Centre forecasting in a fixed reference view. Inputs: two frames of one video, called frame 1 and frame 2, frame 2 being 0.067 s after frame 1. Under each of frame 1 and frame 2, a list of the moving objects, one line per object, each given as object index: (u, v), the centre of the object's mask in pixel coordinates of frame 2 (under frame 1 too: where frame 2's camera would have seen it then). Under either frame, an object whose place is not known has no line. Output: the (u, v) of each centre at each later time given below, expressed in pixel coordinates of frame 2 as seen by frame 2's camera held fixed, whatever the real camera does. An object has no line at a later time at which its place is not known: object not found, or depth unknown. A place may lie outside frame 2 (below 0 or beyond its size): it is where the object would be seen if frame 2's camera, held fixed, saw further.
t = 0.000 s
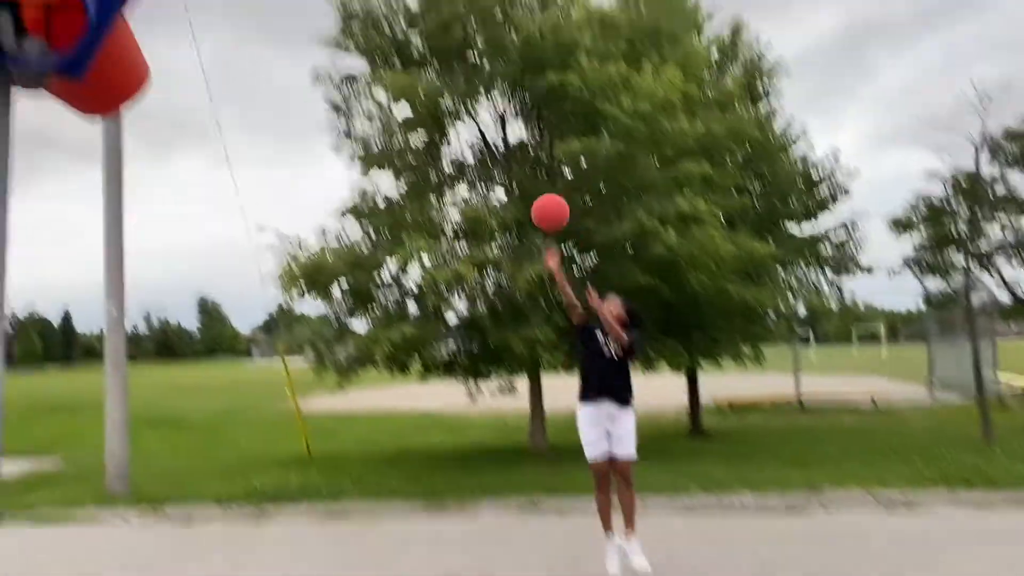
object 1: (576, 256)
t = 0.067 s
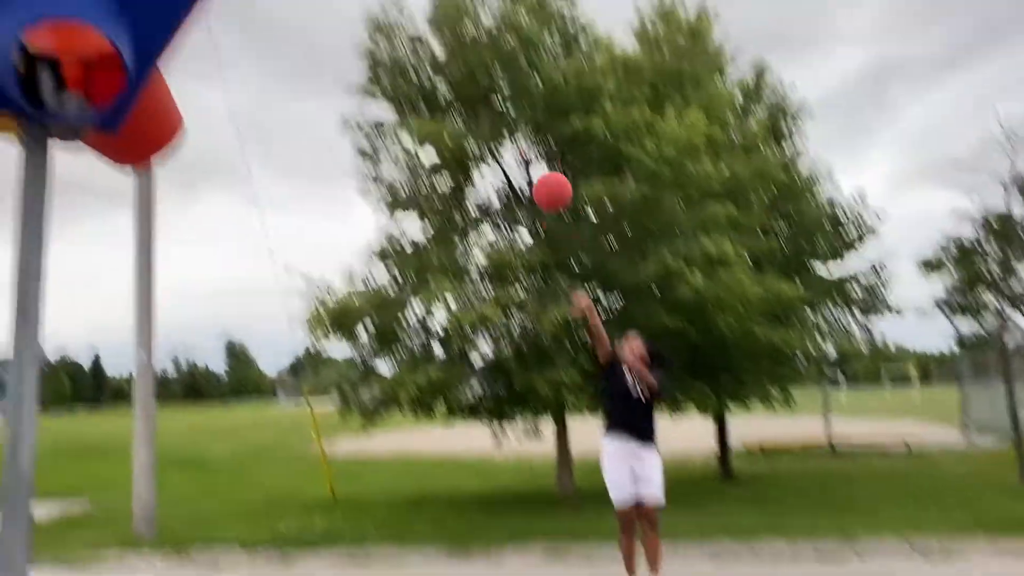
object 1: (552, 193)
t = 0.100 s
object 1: (540, 160)
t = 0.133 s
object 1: (528, 130)
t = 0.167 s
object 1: (515, 101)
